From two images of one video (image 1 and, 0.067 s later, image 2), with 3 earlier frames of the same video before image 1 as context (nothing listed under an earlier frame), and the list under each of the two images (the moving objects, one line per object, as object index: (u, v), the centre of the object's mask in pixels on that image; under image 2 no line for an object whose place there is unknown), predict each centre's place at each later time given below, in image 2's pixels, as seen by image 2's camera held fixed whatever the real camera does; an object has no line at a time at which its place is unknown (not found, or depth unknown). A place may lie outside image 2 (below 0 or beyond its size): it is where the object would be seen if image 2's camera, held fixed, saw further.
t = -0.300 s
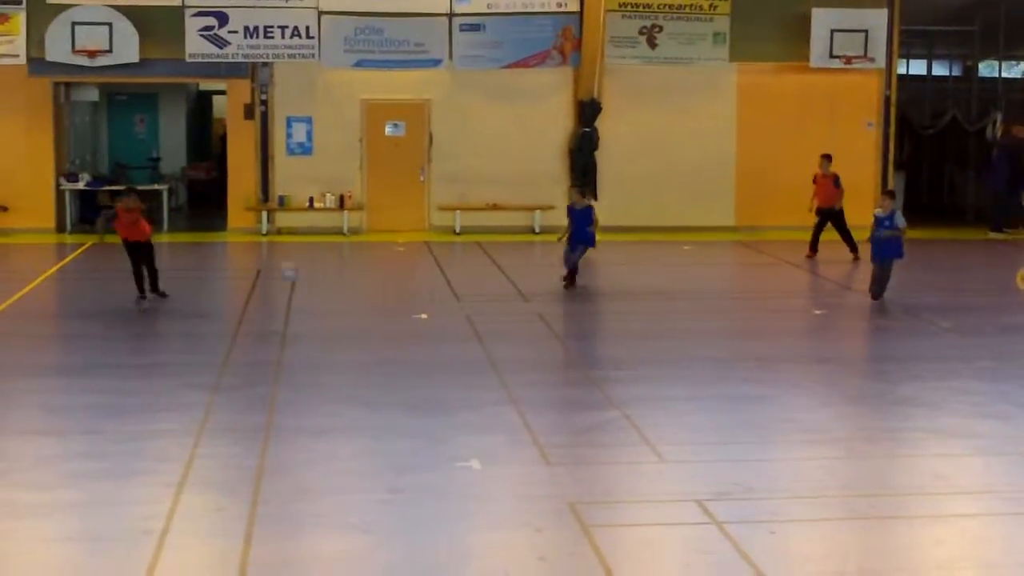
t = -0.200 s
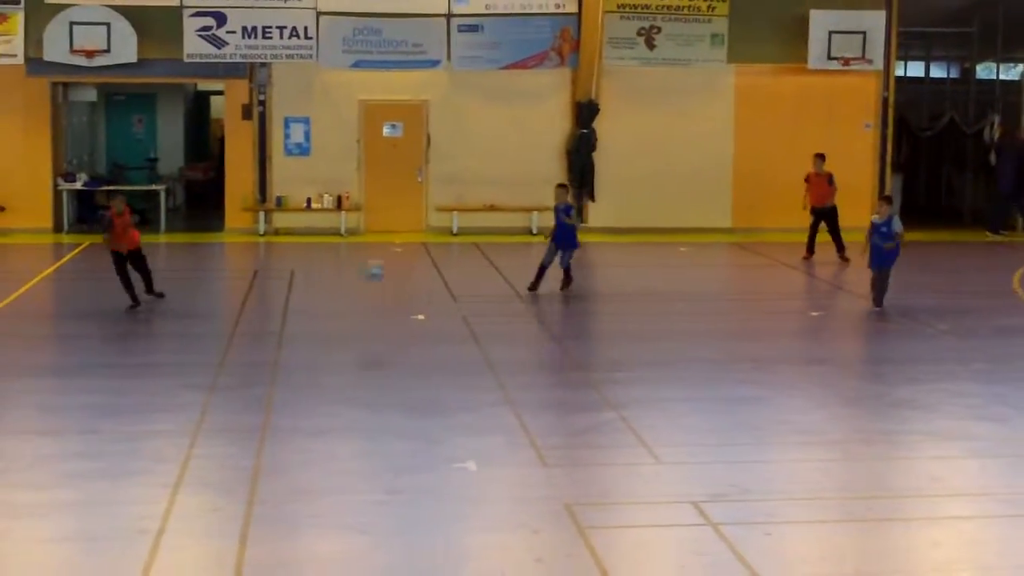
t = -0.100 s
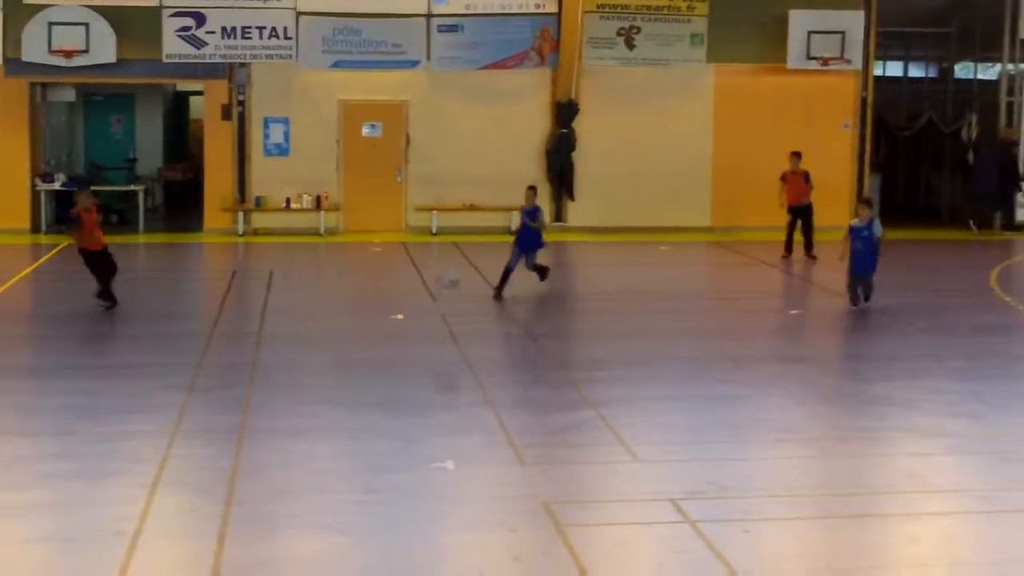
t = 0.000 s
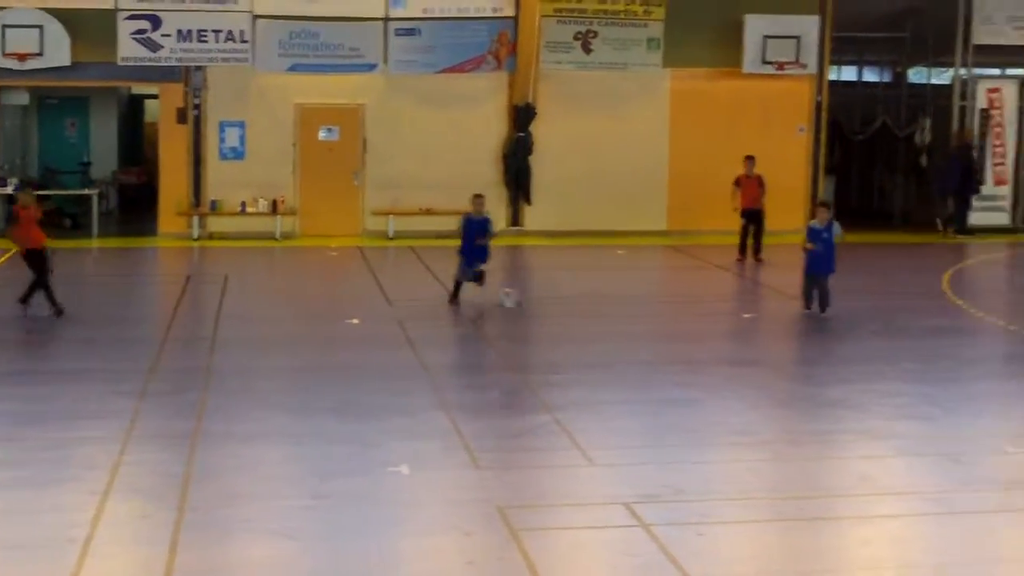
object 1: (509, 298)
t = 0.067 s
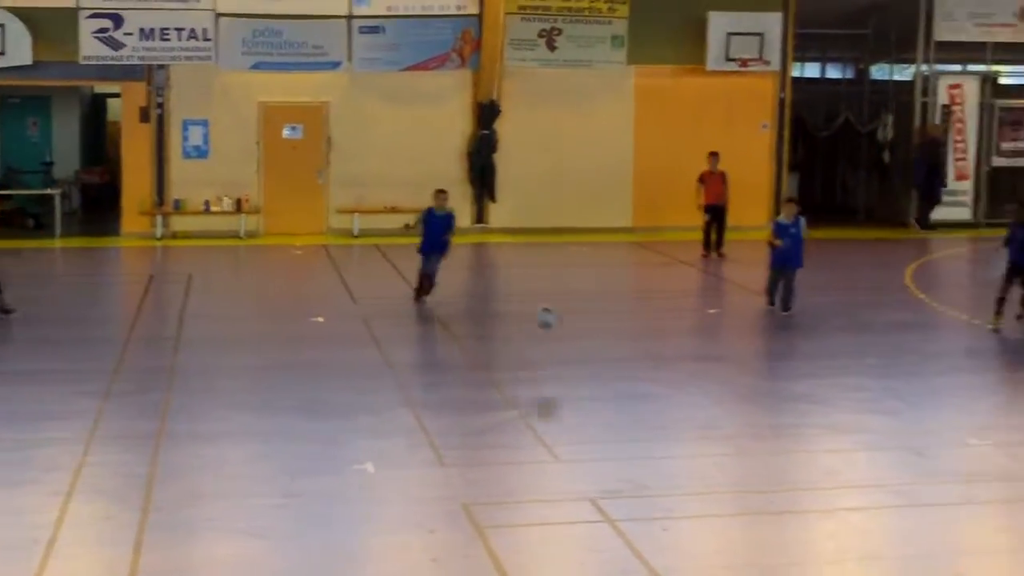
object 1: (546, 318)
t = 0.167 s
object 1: (667, 361)
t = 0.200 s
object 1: (710, 378)
